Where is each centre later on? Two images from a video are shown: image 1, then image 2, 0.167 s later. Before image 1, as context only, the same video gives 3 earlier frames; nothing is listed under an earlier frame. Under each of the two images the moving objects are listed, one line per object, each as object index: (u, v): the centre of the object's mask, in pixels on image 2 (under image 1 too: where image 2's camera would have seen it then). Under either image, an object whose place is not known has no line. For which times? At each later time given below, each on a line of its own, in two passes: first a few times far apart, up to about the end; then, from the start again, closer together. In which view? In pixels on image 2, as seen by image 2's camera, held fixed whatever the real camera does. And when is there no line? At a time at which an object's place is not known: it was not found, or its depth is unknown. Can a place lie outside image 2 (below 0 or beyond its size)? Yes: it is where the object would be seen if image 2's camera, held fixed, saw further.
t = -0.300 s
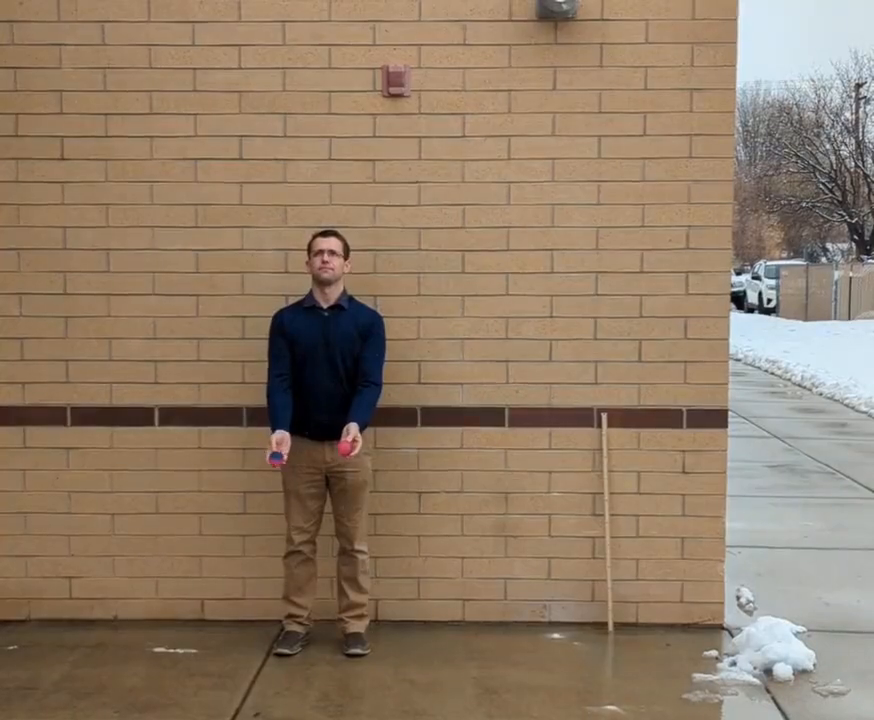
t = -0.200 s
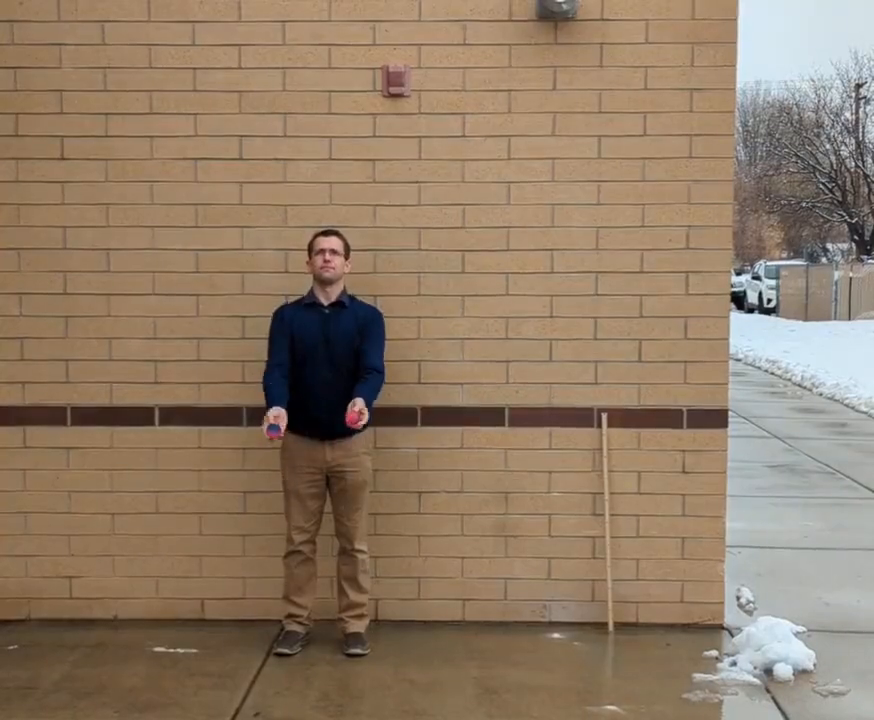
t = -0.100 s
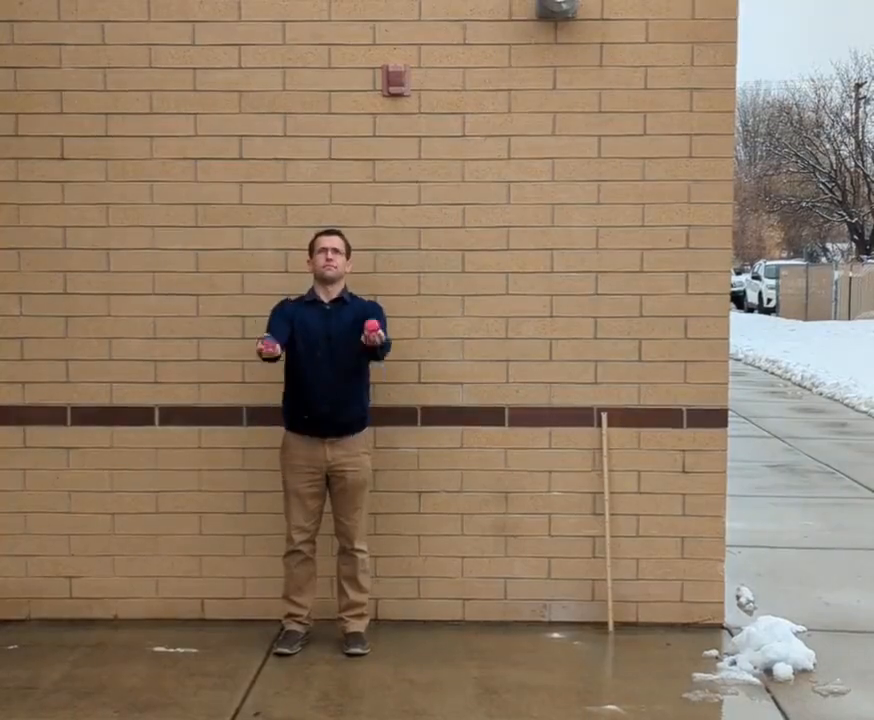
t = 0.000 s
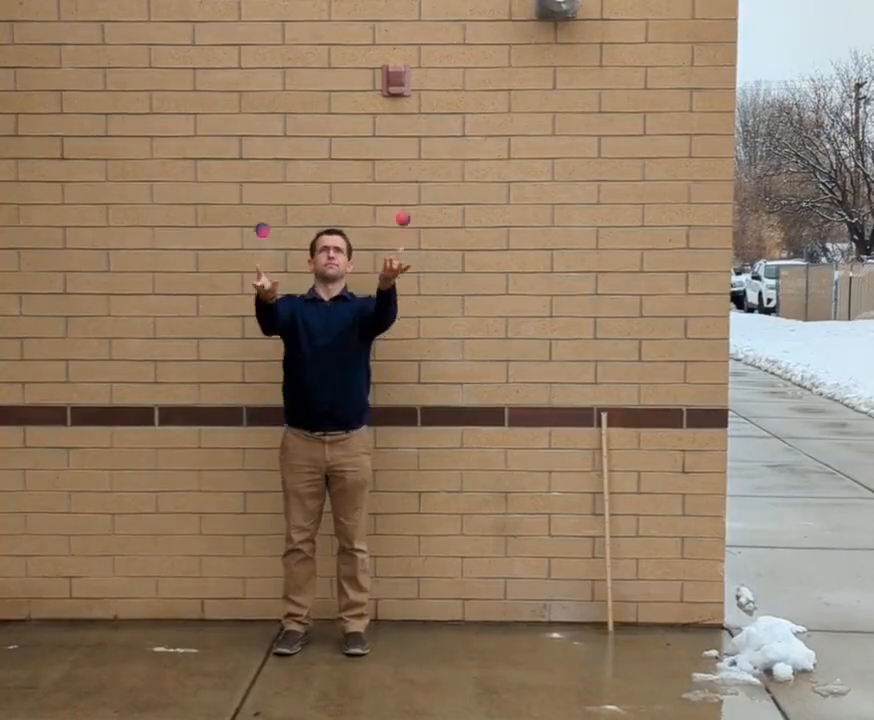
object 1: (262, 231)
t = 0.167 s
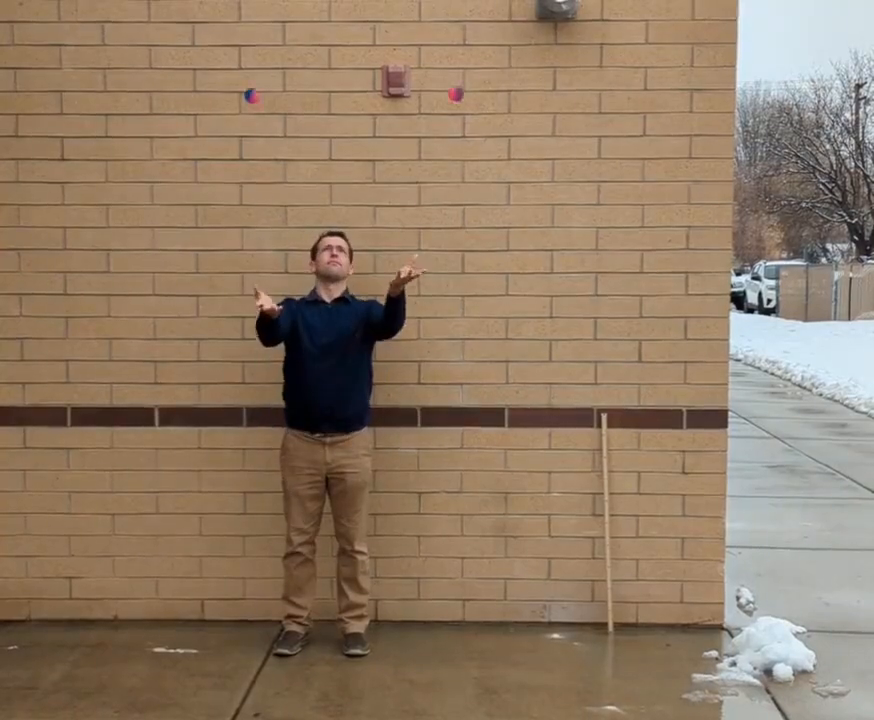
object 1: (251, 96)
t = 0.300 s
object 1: (244, 40)
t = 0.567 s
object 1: (232, 74)
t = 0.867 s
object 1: (223, 343)
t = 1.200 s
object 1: (217, 576)
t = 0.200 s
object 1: (249, 77)
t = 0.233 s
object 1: (247, 62)
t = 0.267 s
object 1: (246, 50)
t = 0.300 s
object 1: (244, 40)
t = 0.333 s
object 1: (242, 33)
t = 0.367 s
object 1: (240, 30)
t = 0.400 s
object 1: (239, 30)
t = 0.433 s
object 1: (237, 32)
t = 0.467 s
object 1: (236, 39)
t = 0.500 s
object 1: (234, 47)
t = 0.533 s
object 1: (233, 58)
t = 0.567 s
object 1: (232, 74)
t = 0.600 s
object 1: (231, 92)
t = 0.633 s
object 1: (230, 112)
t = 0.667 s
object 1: (229, 137)
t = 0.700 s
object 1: (228, 164)
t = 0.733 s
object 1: (227, 194)
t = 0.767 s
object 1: (225, 228)
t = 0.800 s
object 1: (224, 263)
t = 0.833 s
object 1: (223, 302)
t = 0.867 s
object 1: (223, 343)
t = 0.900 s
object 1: (222, 389)
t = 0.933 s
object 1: (220, 436)
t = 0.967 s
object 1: (219, 485)
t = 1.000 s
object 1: (218, 537)
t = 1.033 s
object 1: (218, 593)
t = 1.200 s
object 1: (217, 576)
